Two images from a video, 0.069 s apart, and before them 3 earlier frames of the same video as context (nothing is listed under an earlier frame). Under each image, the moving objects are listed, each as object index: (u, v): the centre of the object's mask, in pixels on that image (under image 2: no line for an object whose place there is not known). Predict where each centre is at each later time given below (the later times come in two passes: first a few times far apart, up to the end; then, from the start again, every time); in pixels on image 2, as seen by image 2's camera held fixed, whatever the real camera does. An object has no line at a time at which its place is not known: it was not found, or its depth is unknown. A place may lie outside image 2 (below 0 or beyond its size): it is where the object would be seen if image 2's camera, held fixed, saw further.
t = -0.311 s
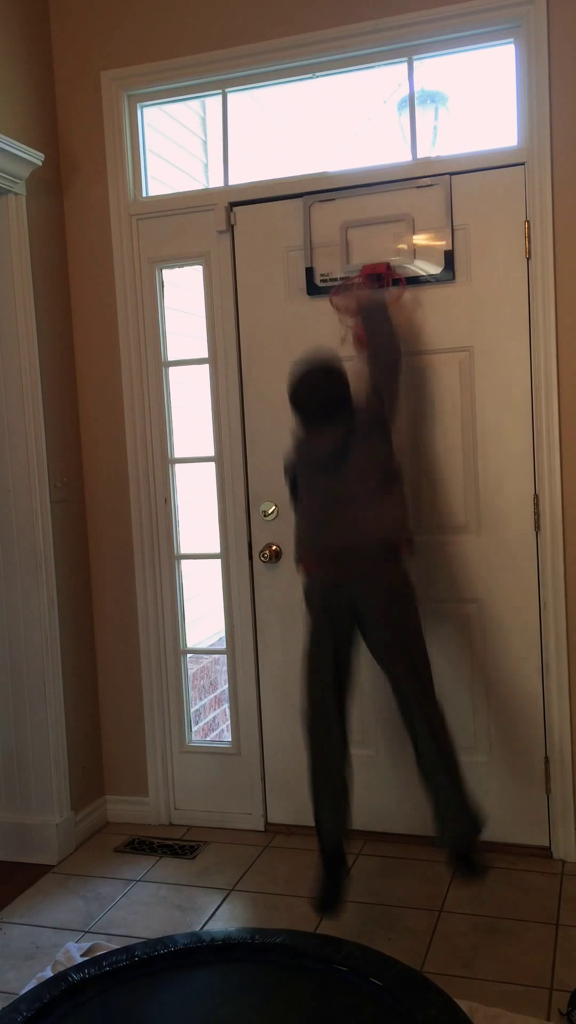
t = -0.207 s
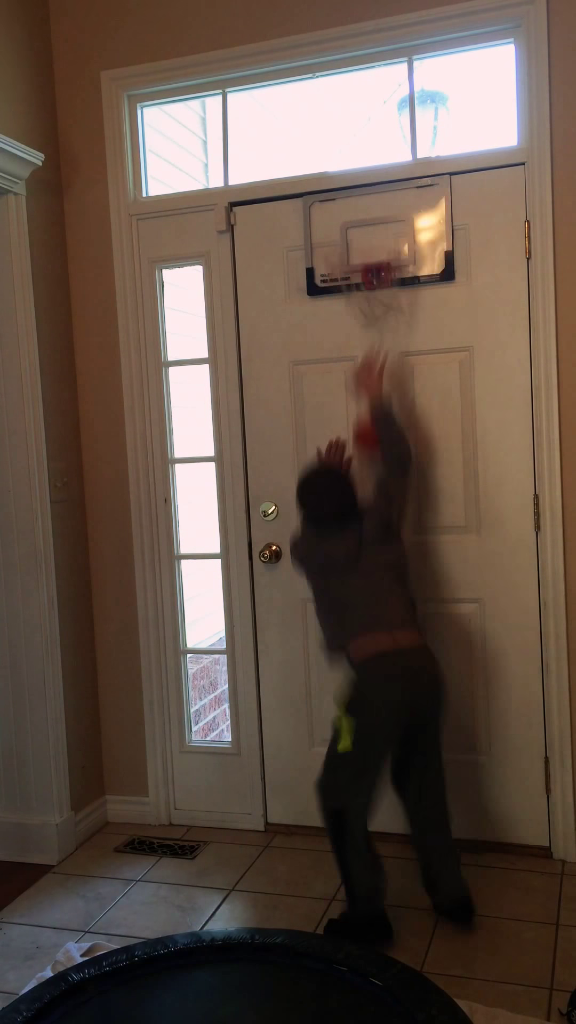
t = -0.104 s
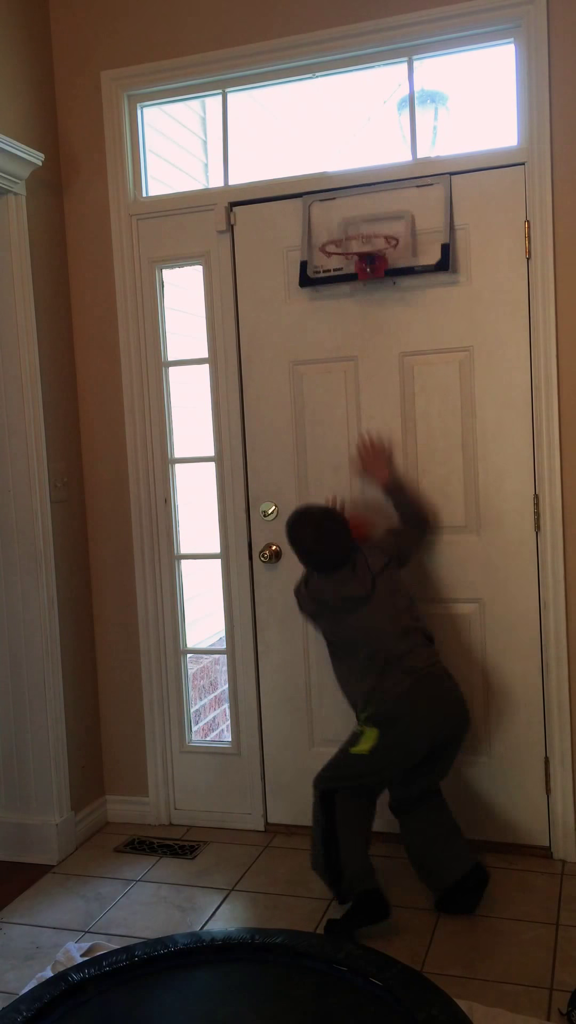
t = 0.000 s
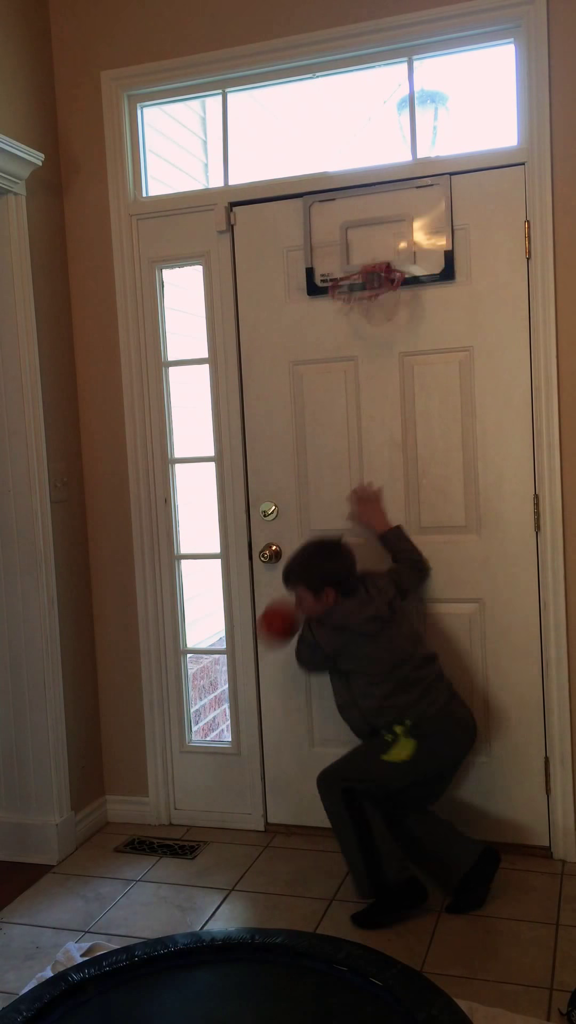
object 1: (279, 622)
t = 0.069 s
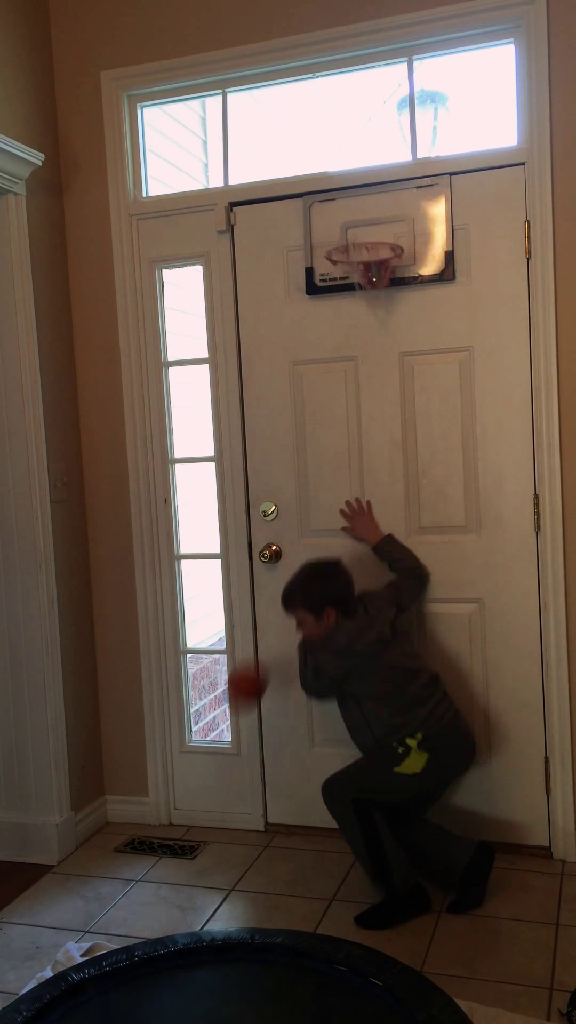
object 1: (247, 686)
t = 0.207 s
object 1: (184, 844)
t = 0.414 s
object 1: (93, 738)
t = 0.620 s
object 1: (118, 738)
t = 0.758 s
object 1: (155, 800)
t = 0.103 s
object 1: (236, 719)
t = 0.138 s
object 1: (214, 764)
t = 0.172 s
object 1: (200, 795)
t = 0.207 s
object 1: (184, 844)
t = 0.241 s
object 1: (168, 820)
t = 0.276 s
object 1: (153, 797)
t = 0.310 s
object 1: (139, 777)
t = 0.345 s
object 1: (125, 761)
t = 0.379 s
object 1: (109, 747)
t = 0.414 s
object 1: (93, 738)
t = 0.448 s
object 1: (79, 733)
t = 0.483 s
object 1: (82, 728)
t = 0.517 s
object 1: (91, 725)
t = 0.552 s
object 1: (99, 726)
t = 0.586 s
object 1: (108, 731)
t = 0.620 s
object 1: (118, 738)
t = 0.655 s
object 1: (126, 749)
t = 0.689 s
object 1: (136, 762)
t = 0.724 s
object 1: (145, 779)
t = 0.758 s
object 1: (155, 800)
